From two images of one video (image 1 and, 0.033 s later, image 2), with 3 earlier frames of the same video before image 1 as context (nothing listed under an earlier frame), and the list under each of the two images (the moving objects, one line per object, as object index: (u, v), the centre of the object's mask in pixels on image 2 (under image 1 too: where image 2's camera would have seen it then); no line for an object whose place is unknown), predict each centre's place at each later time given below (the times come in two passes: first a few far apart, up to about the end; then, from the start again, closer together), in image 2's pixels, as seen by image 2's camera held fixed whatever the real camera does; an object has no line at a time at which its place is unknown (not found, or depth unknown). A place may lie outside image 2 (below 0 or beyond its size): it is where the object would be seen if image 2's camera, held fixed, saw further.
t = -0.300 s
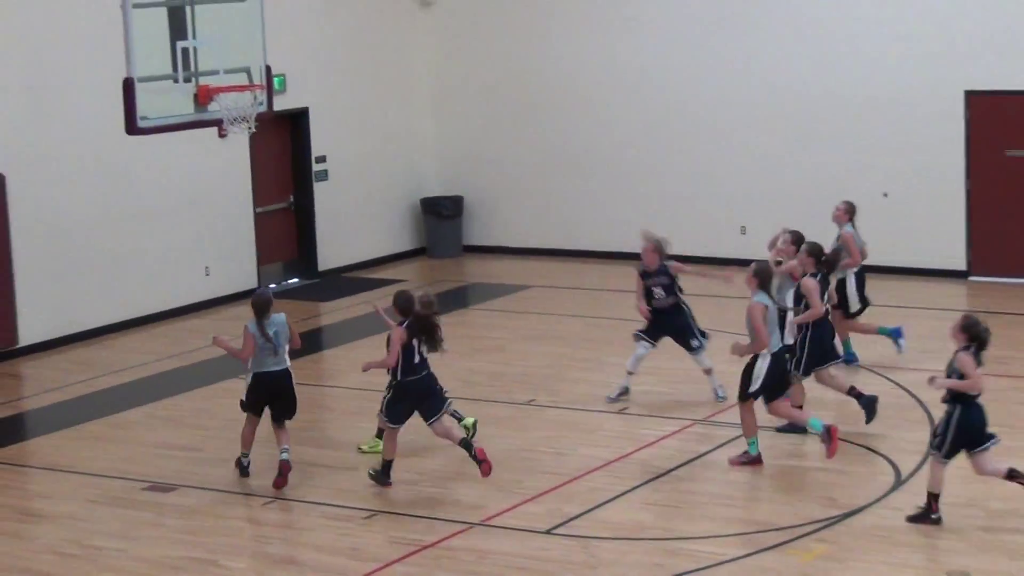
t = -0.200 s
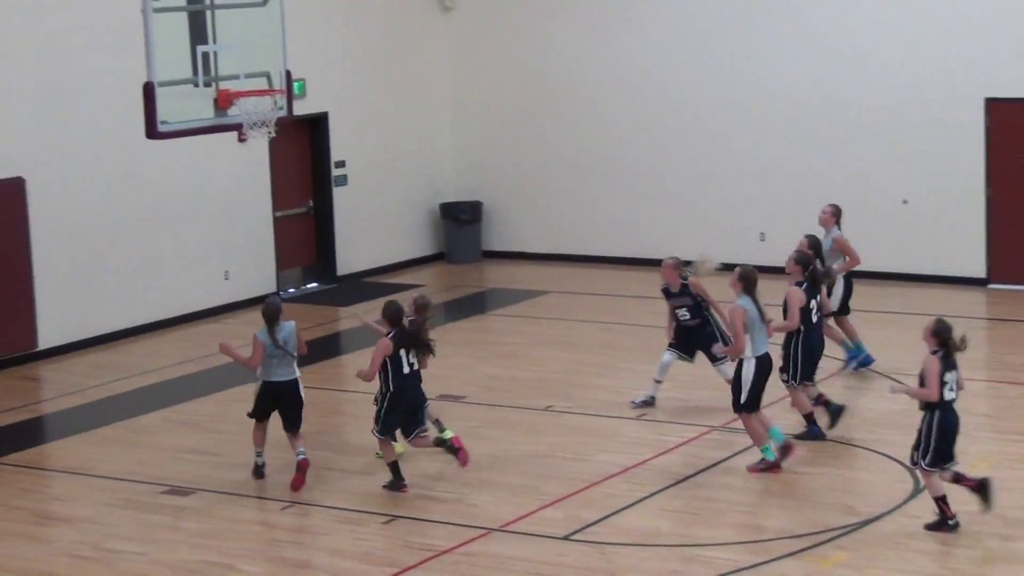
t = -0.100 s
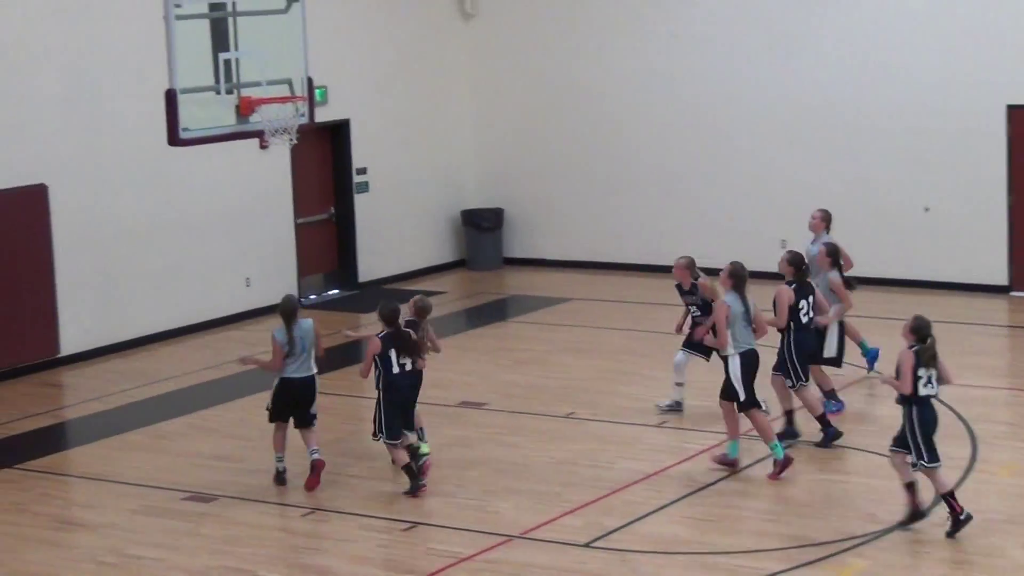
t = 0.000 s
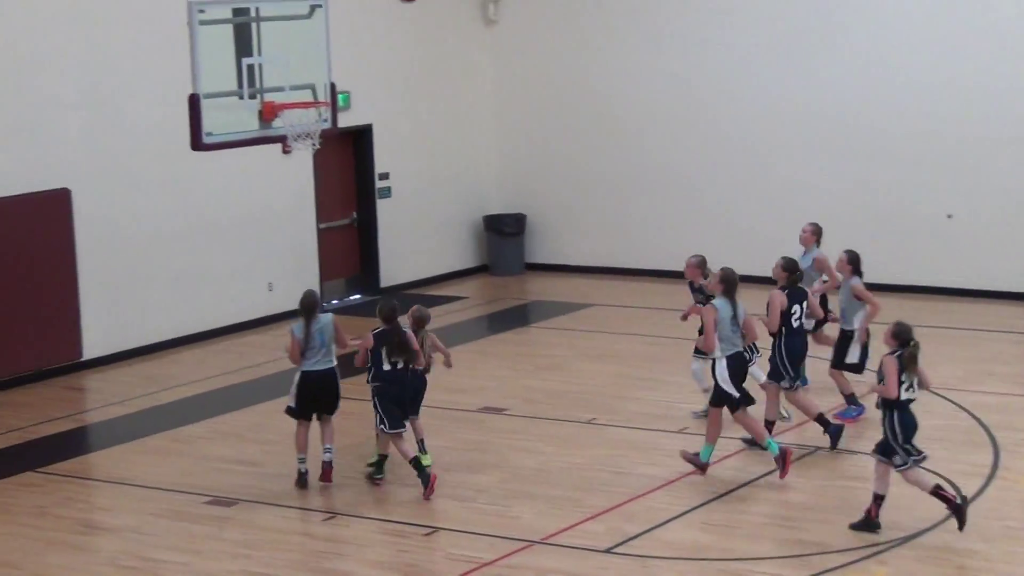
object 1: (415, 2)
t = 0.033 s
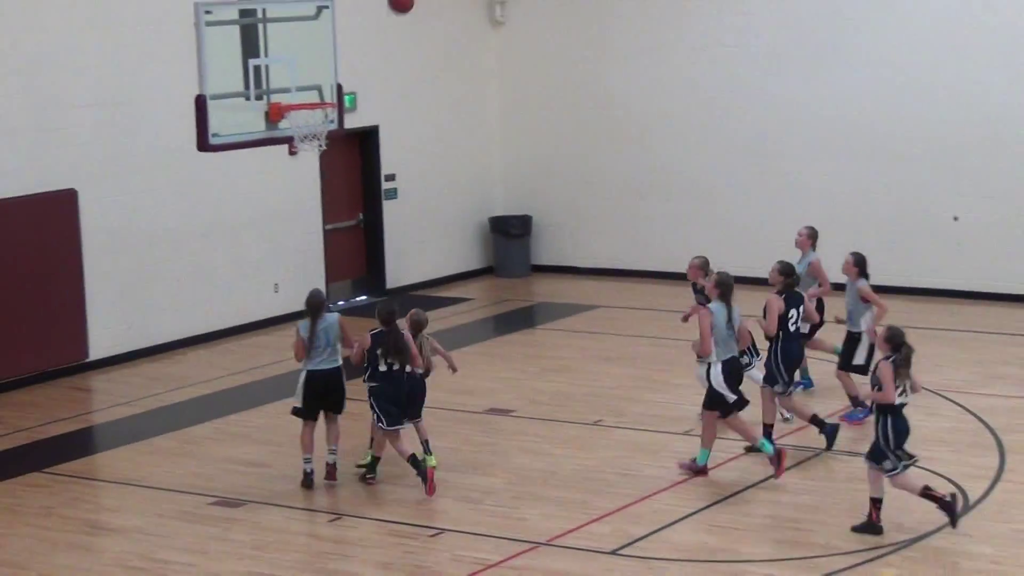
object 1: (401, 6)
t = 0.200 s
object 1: (334, 71)
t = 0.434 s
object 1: (285, 149)
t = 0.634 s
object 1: (275, 216)
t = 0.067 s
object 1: (387, 12)
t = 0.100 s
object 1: (374, 25)
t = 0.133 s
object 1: (360, 38)
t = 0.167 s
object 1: (347, 54)
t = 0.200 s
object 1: (334, 71)
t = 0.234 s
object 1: (320, 88)
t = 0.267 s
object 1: (308, 105)
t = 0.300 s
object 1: (295, 124)
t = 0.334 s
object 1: (291, 131)
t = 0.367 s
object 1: (289, 139)
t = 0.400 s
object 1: (287, 143)
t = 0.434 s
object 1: (285, 149)
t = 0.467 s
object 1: (284, 157)
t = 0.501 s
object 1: (281, 167)
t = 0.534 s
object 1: (279, 177)
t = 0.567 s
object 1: (278, 189)
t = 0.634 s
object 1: (275, 216)
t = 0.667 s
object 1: (273, 231)
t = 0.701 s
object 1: (272, 248)
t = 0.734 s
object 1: (270, 266)
